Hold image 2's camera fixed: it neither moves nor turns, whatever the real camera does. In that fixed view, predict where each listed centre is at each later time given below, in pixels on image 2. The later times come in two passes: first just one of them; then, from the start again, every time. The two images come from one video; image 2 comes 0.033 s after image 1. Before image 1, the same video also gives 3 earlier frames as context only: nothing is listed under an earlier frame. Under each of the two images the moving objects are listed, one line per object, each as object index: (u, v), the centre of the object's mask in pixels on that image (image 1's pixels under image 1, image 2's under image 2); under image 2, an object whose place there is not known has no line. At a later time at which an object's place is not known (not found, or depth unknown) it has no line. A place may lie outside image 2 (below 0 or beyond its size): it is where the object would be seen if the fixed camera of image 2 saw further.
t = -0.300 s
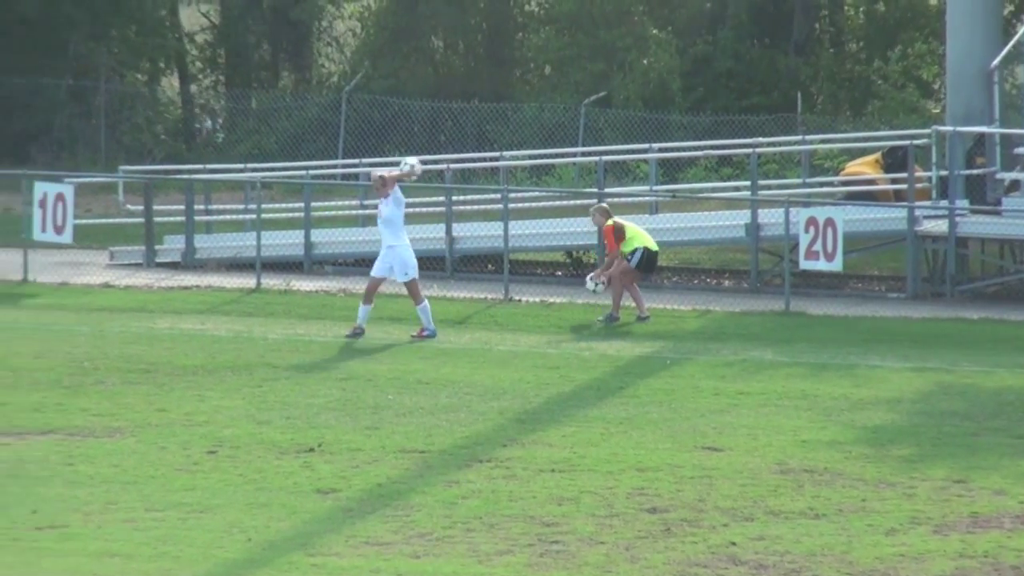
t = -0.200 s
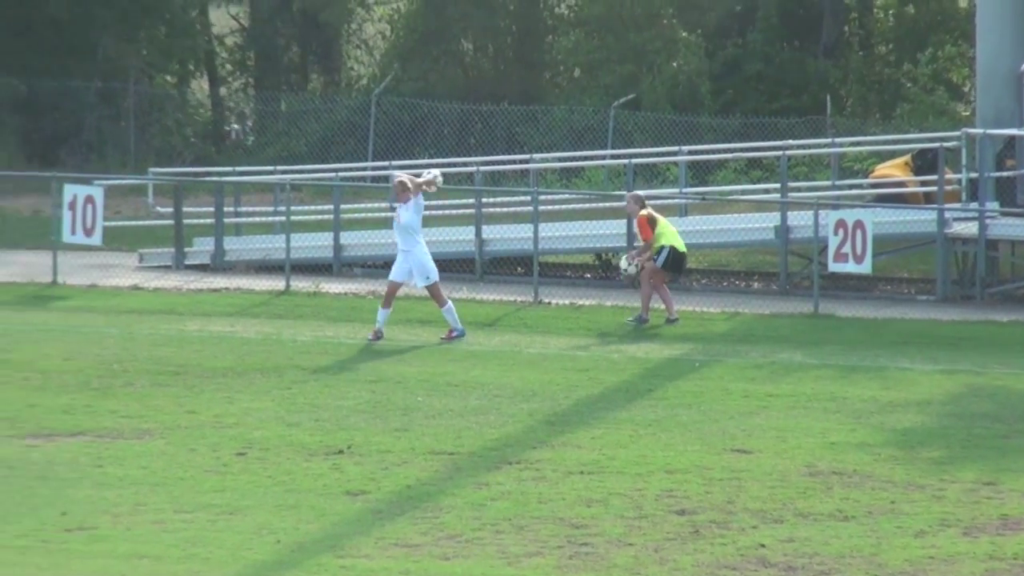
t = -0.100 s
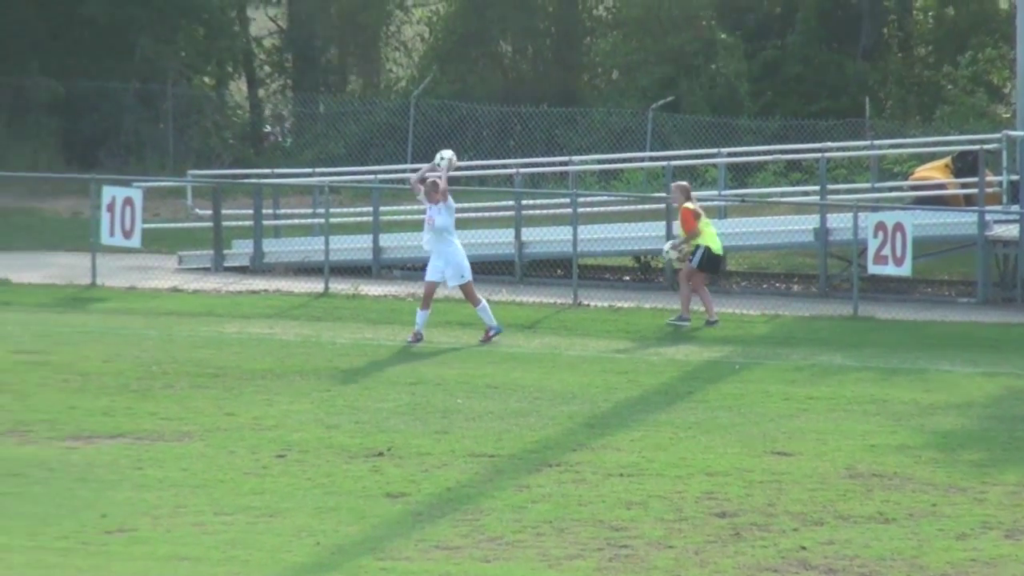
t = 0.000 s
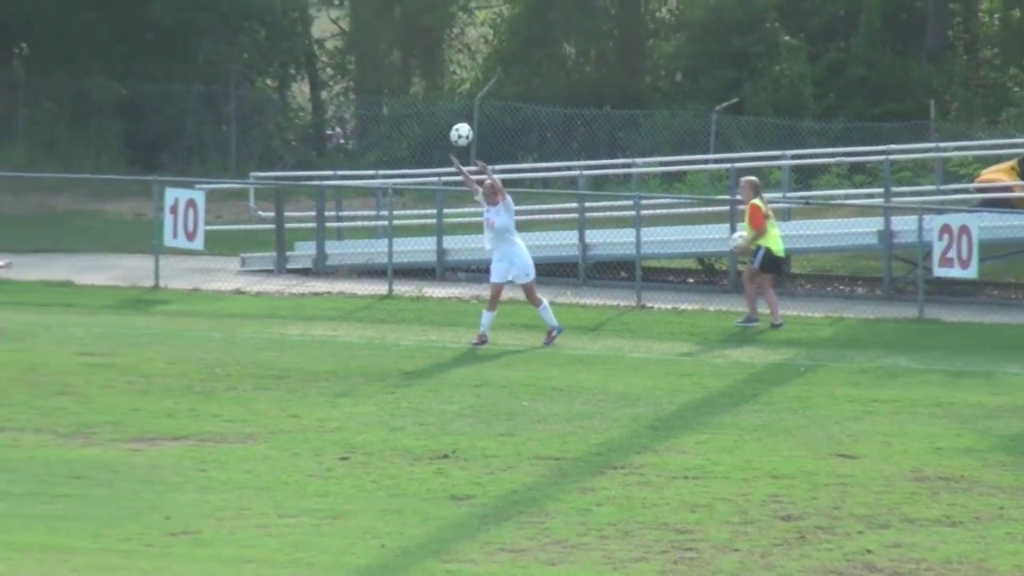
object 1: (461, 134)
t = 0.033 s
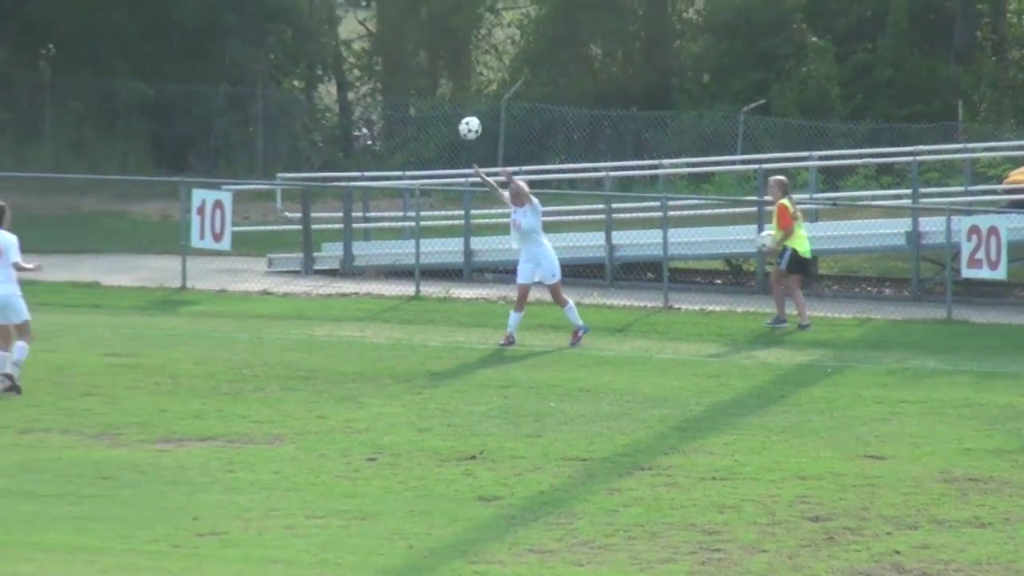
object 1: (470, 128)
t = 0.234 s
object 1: (369, 106)
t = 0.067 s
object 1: (453, 122)
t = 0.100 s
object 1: (436, 116)
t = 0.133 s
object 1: (420, 112)
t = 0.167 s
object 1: (403, 109)
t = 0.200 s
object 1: (386, 108)
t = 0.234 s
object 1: (369, 106)
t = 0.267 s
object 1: (350, 107)
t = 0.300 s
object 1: (331, 108)
